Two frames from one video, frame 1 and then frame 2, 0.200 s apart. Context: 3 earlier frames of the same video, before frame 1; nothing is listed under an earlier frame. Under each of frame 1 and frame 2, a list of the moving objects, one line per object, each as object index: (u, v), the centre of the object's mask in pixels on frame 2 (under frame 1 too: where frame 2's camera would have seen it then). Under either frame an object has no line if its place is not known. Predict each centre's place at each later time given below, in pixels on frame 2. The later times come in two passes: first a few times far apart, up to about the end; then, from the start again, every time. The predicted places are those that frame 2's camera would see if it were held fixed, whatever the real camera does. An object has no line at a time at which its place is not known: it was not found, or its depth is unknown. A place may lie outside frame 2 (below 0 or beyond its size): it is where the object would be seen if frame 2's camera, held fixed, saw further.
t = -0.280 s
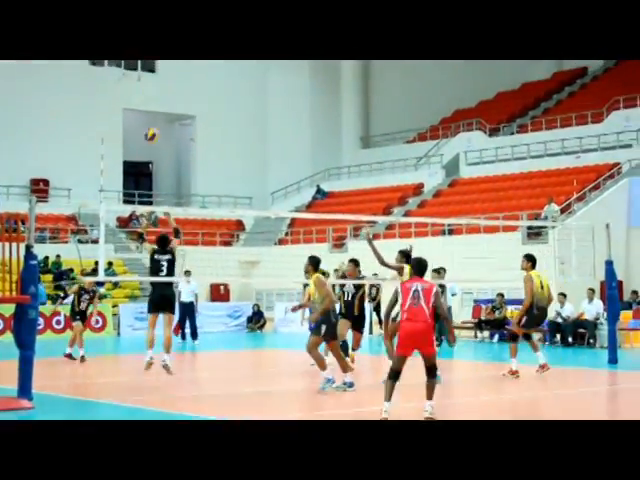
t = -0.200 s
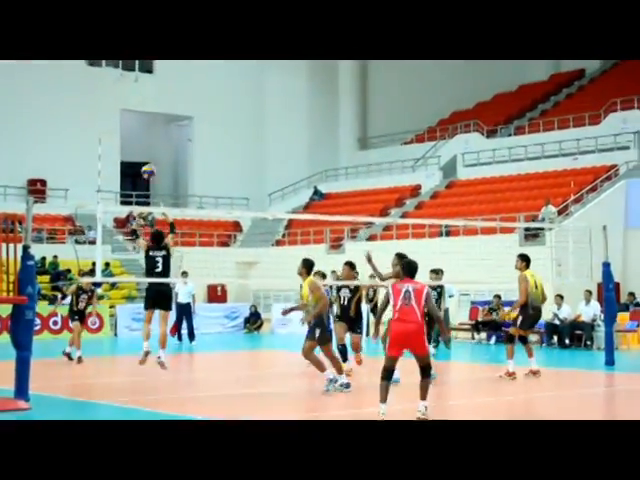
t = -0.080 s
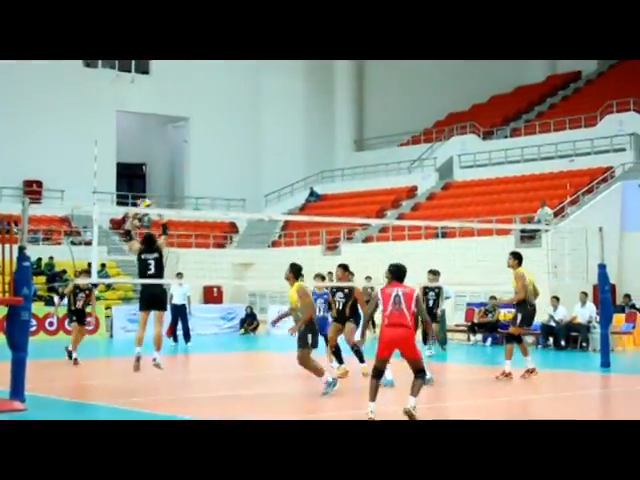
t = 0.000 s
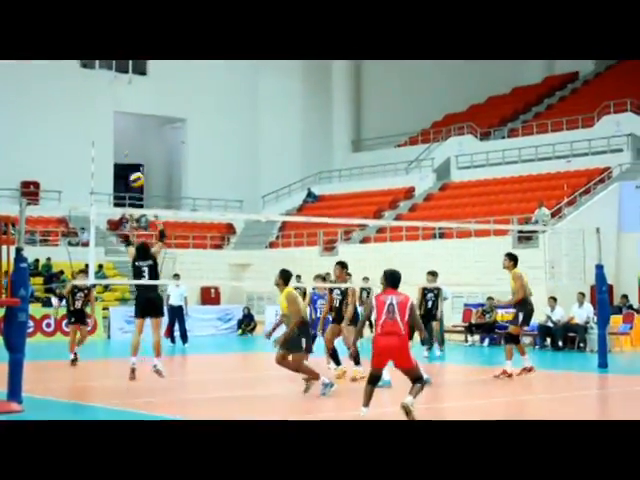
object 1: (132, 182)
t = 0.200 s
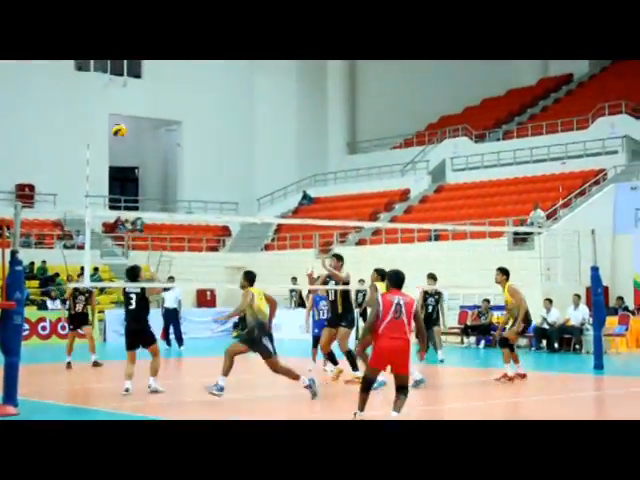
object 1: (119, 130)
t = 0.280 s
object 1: (113, 117)
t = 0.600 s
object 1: (93, 107)
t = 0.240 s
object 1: (116, 123)
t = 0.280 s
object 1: (113, 117)
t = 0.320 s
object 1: (110, 112)
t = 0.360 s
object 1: (108, 108)
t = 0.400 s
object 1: (106, 105)
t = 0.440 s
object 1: (103, 103)
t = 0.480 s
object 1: (100, 102)
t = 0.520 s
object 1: (98, 103)
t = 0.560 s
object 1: (95, 104)
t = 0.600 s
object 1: (93, 107)
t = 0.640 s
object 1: (90, 111)
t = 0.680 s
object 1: (87, 116)
